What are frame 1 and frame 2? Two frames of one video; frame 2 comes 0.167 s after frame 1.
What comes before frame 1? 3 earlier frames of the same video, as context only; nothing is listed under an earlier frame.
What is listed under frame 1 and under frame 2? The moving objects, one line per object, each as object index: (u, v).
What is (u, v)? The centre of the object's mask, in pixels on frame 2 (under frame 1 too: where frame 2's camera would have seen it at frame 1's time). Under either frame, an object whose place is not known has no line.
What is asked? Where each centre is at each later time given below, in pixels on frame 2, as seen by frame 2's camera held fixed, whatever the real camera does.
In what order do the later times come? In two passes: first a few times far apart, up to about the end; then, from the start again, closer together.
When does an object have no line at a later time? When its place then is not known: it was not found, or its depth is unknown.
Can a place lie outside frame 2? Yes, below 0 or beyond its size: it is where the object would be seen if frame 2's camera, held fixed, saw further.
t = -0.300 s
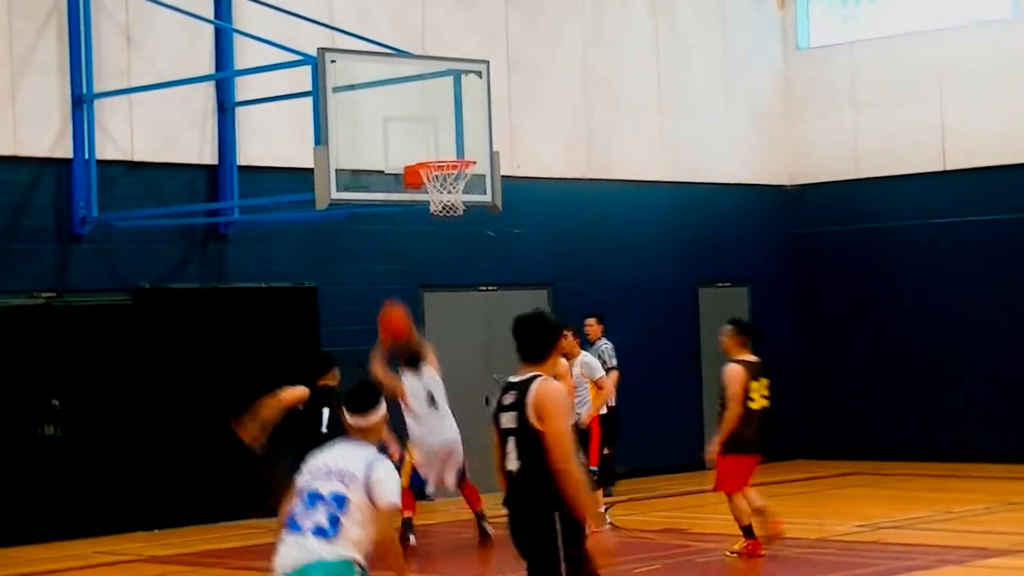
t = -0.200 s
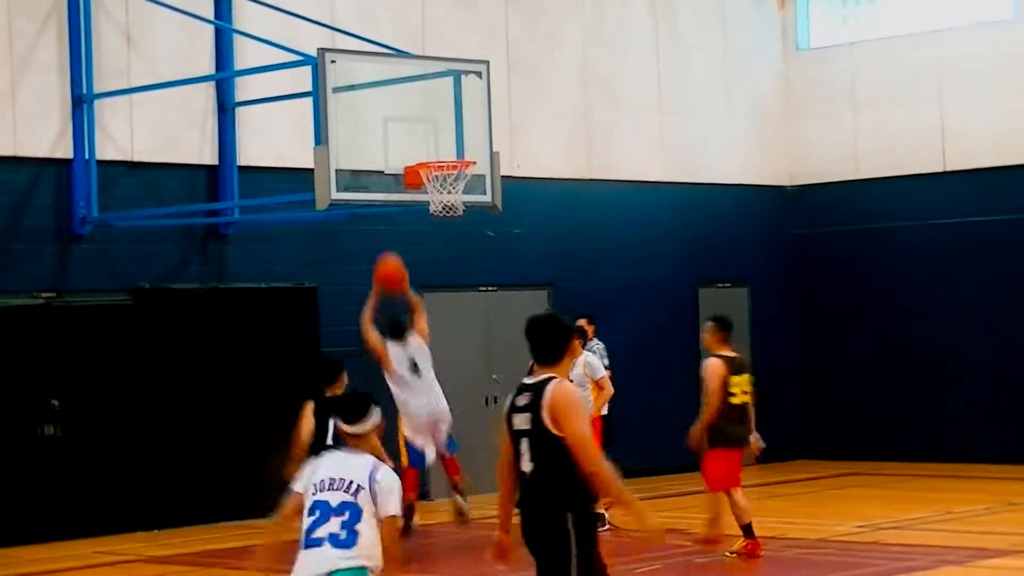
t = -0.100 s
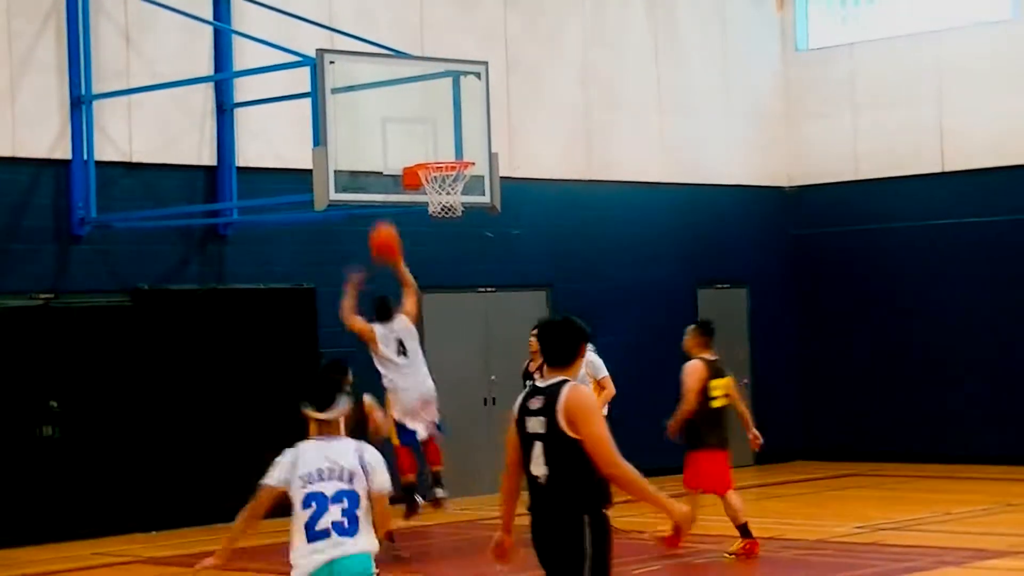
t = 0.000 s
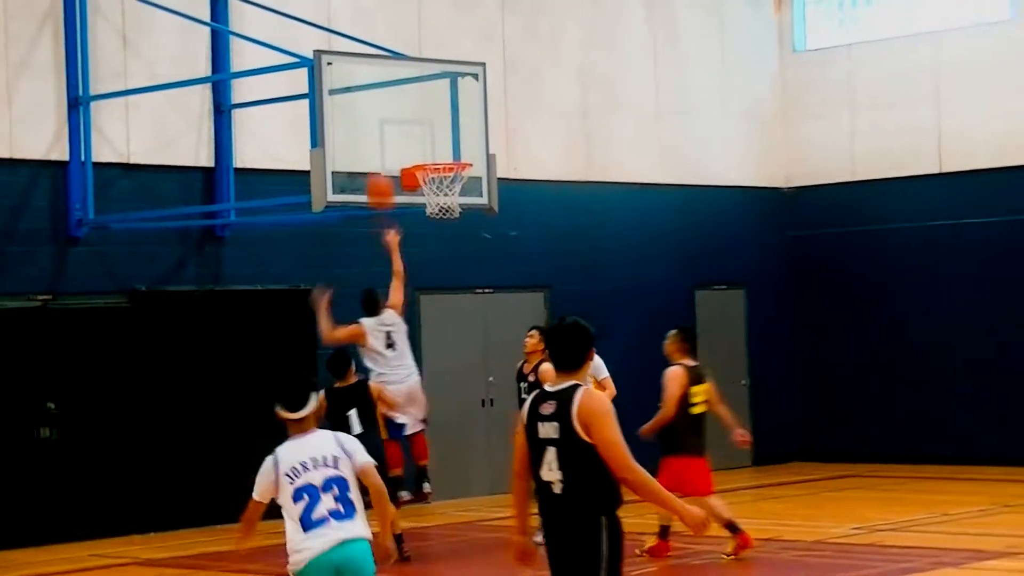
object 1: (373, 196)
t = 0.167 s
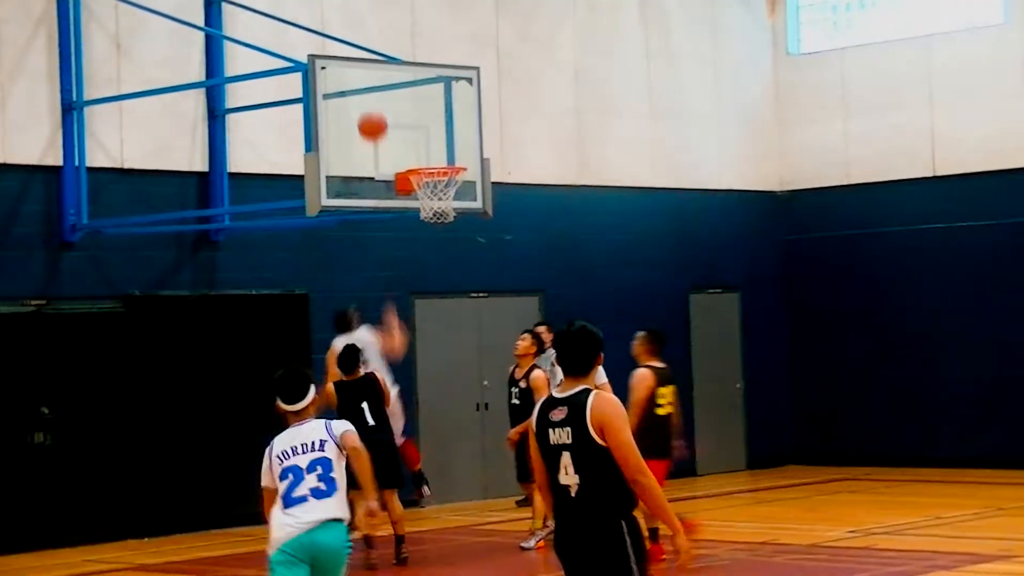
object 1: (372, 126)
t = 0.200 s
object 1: (372, 117)
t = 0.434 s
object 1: (383, 92)
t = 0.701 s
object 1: (411, 145)
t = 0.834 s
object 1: (428, 141)
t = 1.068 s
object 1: (462, 150)
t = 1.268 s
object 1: (489, 155)
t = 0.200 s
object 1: (372, 117)
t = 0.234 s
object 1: (372, 109)
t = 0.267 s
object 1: (372, 102)
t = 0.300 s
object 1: (372, 97)
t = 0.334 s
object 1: (374, 93)
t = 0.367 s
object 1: (377, 92)
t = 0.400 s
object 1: (380, 91)
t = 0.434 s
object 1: (383, 92)
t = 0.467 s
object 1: (387, 94)
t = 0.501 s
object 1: (390, 97)
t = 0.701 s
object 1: (411, 145)
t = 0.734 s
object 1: (416, 154)
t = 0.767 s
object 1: (420, 150)
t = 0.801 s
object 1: (424, 145)
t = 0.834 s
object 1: (428, 141)
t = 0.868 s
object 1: (433, 138)
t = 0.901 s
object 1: (437, 137)
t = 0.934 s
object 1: (442, 137)
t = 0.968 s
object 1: (447, 139)
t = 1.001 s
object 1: (452, 141)
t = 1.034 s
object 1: (457, 145)
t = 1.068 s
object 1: (462, 150)
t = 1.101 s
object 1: (466, 154)
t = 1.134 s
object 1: (471, 152)
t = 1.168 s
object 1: (476, 150)
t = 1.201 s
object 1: (480, 150)
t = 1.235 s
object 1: (485, 152)
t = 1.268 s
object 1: (489, 155)
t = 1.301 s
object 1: (494, 158)
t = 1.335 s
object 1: (498, 163)
